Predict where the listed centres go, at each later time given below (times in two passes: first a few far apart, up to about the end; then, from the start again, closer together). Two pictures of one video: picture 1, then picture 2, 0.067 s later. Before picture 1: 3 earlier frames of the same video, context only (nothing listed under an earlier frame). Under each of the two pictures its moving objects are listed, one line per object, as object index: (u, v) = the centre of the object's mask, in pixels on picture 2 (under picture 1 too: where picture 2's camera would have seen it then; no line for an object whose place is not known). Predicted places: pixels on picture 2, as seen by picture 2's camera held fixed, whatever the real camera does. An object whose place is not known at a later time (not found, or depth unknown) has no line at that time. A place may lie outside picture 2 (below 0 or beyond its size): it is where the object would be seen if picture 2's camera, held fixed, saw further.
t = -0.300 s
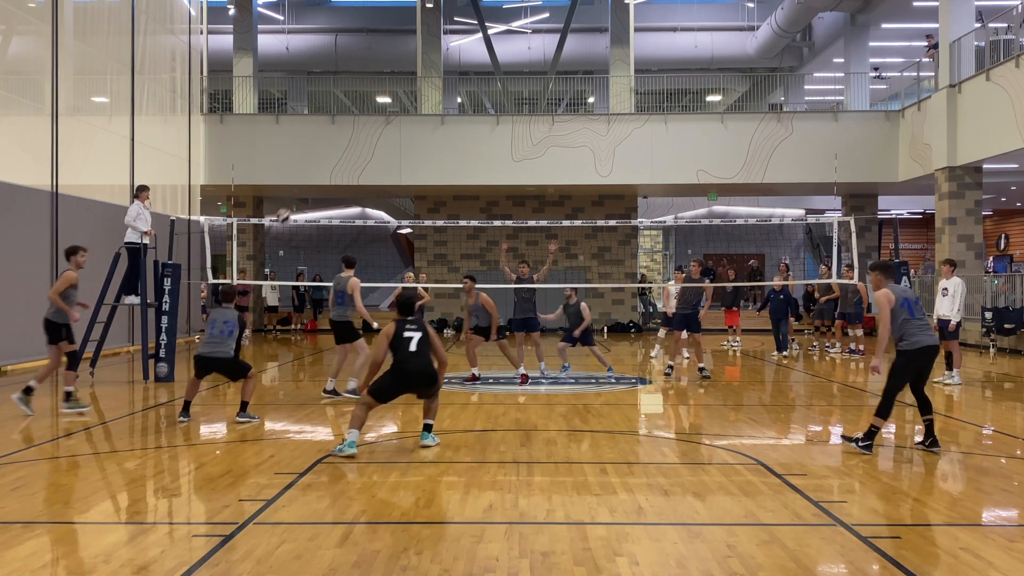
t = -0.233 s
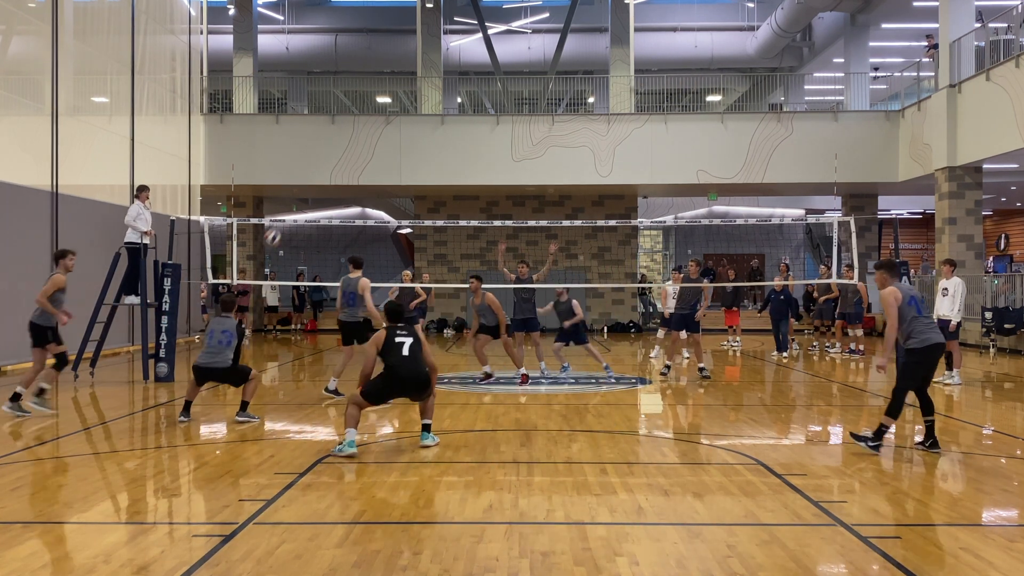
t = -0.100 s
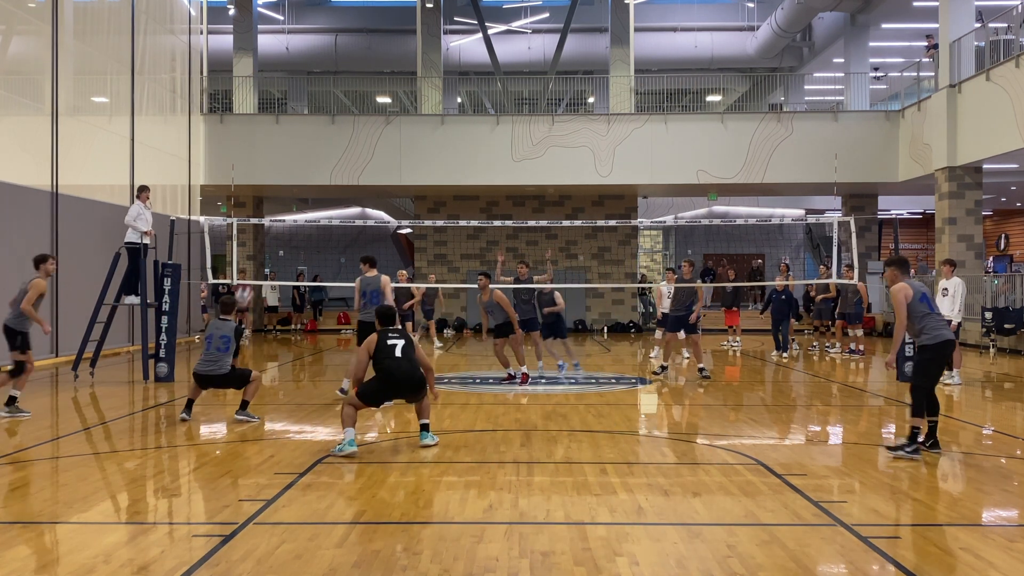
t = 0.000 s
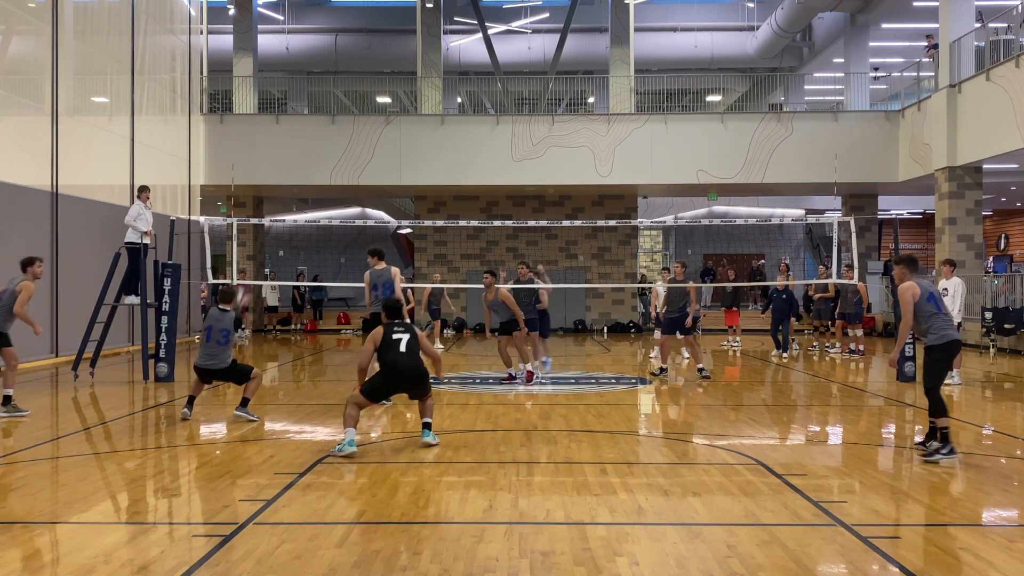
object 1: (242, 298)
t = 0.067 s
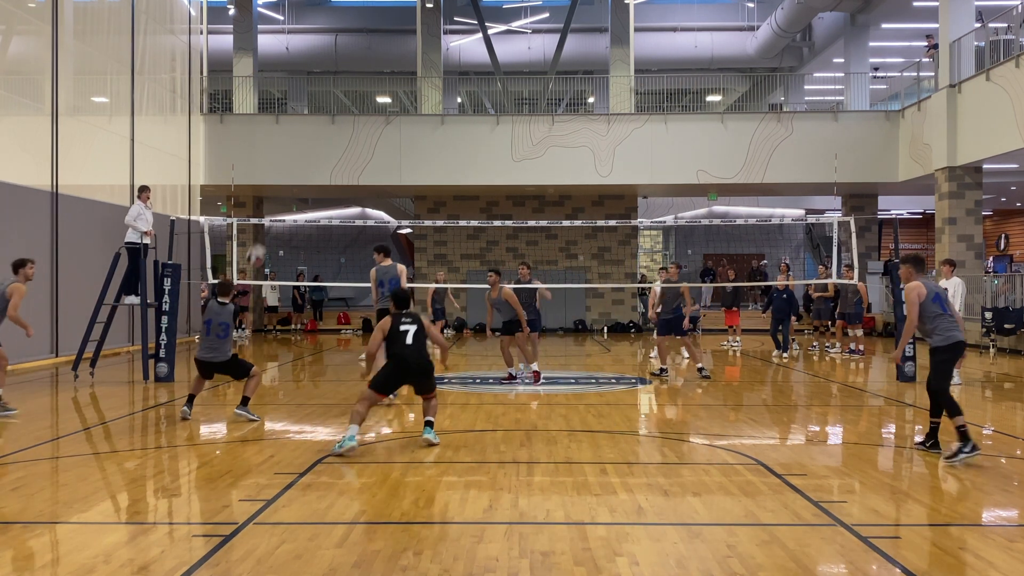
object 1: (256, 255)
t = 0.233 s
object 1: (294, 167)
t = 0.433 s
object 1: (333, 100)
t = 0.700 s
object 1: (383, 64)
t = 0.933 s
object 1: (423, 80)
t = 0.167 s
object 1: (279, 199)
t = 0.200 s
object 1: (287, 182)
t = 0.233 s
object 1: (294, 167)
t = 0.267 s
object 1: (301, 154)
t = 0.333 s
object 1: (314, 129)
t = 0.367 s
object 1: (322, 119)
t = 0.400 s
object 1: (328, 109)
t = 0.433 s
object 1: (333, 100)
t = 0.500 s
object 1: (347, 84)
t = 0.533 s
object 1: (354, 79)
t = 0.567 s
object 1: (359, 74)
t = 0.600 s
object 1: (365, 70)
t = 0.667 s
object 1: (377, 65)
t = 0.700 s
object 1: (383, 64)
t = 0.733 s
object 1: (389, 64)
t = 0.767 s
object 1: (394, 65)
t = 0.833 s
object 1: (407, 68)
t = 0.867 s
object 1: (412, 72)
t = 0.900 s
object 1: (418, 75)
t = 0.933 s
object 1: (423, 80)
